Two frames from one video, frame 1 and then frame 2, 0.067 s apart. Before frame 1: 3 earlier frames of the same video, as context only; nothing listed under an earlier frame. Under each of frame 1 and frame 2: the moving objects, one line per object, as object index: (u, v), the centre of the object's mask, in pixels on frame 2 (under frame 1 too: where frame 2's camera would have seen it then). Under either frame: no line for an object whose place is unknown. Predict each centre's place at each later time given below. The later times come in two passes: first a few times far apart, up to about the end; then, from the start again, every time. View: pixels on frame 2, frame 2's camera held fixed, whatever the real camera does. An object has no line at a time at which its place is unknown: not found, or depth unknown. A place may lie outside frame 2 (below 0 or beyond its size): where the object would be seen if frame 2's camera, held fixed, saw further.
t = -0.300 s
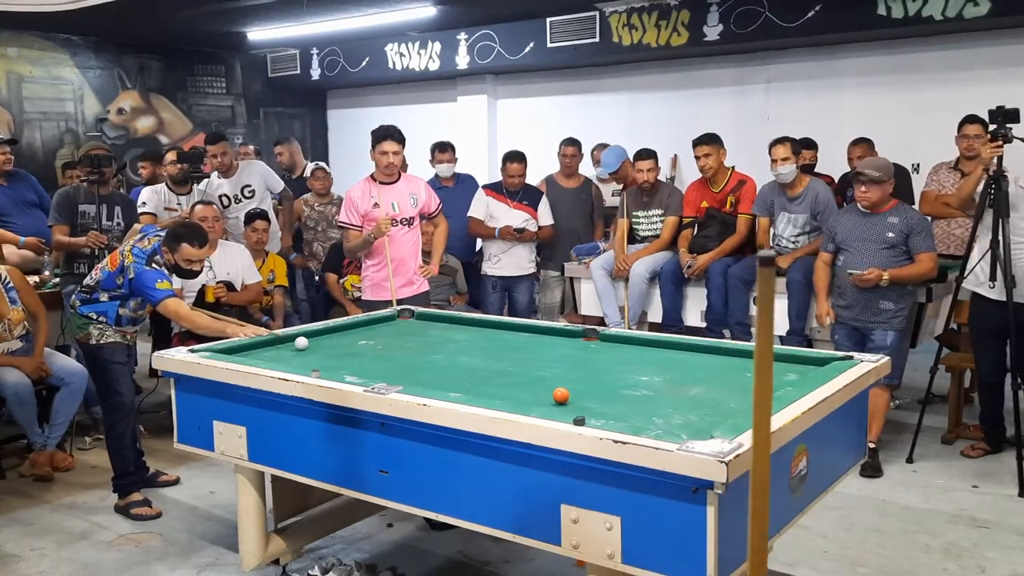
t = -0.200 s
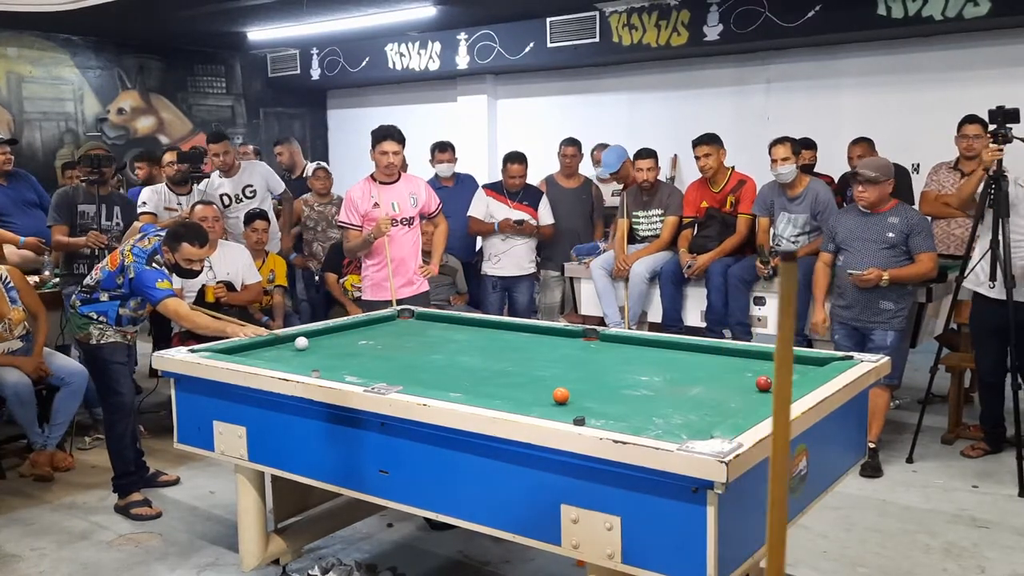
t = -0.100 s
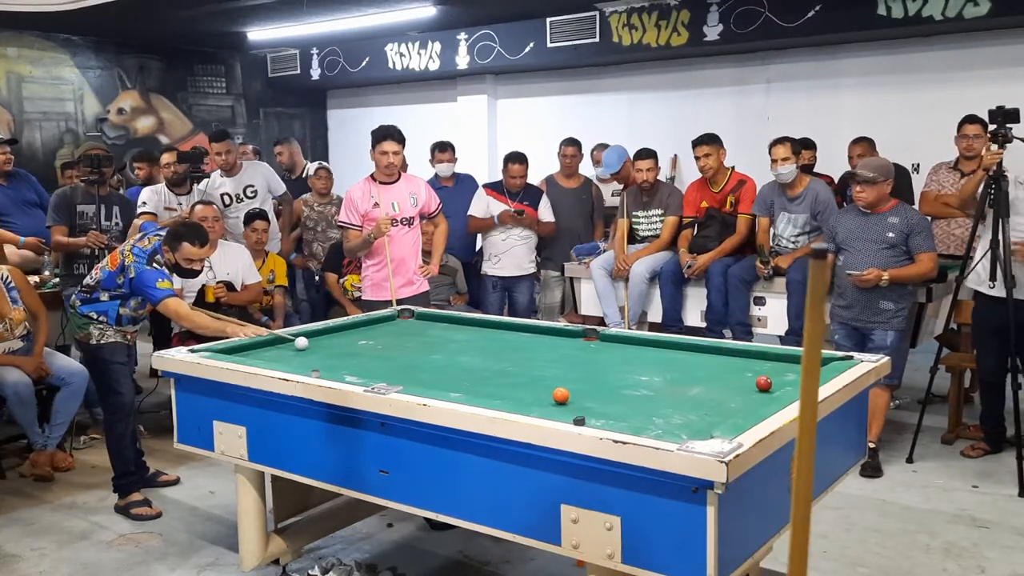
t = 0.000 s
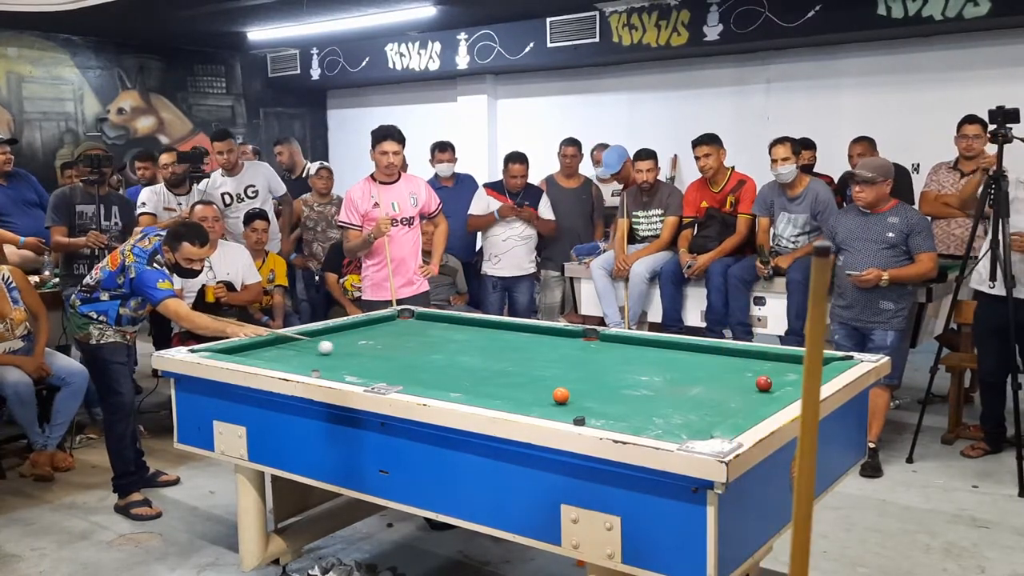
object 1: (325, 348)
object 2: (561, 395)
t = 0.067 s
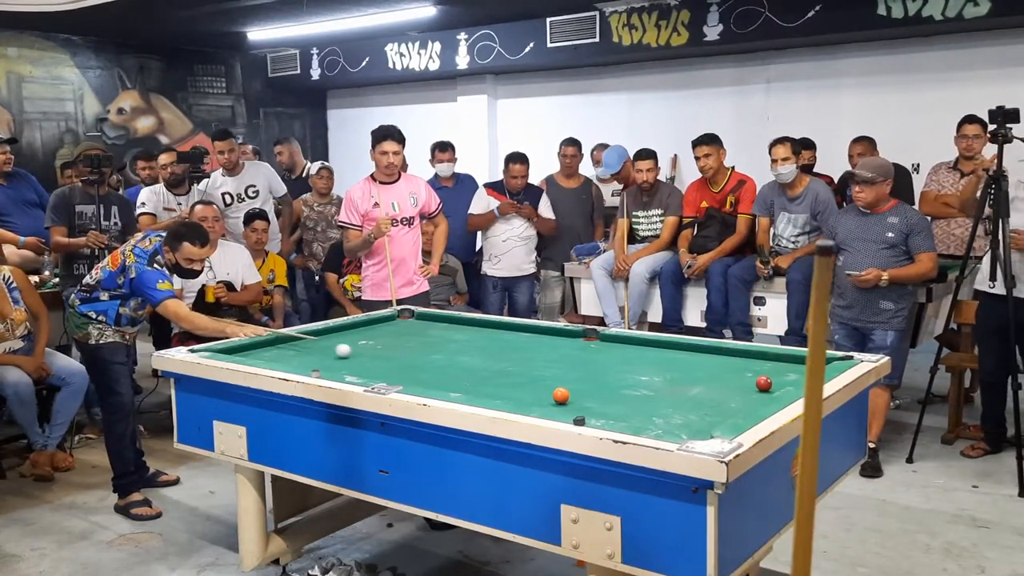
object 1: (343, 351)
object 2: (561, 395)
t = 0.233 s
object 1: (389, 359)
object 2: (561, 395)
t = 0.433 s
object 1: (450, 370)
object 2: (561, 395)
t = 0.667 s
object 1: (529, 385)
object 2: (561, 395)
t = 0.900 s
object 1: (619, 395)
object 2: (559, 402)
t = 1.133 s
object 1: (717, 404)
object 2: (558, 408)
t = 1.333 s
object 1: (720, 400)
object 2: (578, 409)
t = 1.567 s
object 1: (674, 390)
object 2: (600, 409)
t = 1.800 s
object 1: (634, 381)
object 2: (620, 407)
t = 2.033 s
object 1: (598, 373)
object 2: (637, 405)
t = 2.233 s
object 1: (570, 367)
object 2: (650, 404)
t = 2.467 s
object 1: (541, 361)
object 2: (663, 402)
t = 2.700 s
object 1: (514, 355)
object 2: (673, 401)
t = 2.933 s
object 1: (490, 350)
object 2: (681, 400)
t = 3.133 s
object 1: (471, 347)
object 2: (687, 399)
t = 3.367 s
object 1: (451, 342)
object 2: (690, 399)
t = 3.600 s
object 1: (432, 338)
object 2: (691, 399)
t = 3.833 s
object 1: (416, 335)
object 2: (690, 399)
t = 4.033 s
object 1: (403, 332)
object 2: (690, 399)
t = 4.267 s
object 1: (390, 330)
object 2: (690, 399)
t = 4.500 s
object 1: (378, 327)
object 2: (690, 399)
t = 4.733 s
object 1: (368, 325)
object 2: (690, 399)
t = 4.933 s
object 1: (362, 323)
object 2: (690, 399)
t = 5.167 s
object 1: (371, 324)
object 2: (690, 399)
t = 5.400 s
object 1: (378, 324)
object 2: (690, 399)
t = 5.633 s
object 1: (383, 325)
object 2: (690, 399)
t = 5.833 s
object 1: (388, 325)
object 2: (690, 399)
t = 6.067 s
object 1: (392, 325)
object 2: (690, 399)
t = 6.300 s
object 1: (395, 326)
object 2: (690, 399)
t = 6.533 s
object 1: (397, 326)
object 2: (690, 399)
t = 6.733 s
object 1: (399, 326)
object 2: (690, 399)
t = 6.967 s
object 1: (399, 326)
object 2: (690, 399)
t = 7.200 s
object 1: (399, 326)
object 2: (690, 399)
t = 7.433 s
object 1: (399, 326)
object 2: (690, 399)
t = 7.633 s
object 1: (399, 326)
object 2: (690, 399)
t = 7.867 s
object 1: (399, 326)
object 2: (690, 399)
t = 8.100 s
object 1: (399, 326)
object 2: (690, 399)
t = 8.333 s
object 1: (400, 326)
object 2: (689, 399)
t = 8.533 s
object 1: (399, 325)
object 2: (690, 399)
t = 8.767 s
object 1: (399, 326)
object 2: (690, 399)
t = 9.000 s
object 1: (399, 326)
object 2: (690, 399)
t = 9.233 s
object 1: (399, 326)
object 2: (690, 399)
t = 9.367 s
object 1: (399, 326)
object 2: (690, 399)
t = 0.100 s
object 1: (352, 352)
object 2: (561, 395)
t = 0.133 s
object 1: (361, 354)
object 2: (561, 395)
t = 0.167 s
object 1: (370, 356)
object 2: (561, 395)
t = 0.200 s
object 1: (379, 357)
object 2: (561, 395)
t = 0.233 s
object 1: (389, 359)
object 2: (561, 395)
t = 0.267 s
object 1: (399, 361)
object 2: (561, 395)
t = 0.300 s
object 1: (409, 363)
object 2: (561, 395)
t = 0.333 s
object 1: (419, 365)
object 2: (561, 395)
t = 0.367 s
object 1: (429, 366)
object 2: (561, 395)
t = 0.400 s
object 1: (439, 368)
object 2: (561, 395)
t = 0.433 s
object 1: (450, 370)
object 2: (561, 395)
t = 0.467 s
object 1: (461, 372)
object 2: (561, 395)
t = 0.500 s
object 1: (471, 374)
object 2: (561, 395)
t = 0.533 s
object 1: (483, 376)
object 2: (561, 395)
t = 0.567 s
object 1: (494, 378)
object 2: (561, 395)
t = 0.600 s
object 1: (505, 380)
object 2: (561, 395)
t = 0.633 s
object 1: (517, 382)
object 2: (561, 395)
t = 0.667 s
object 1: (529, 385)
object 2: (561, 395)
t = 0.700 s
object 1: (541, 386)
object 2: (561, 395)
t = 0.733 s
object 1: (552, 387)
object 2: (561, 395)
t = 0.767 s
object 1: (568, 388)
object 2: (561, 396)
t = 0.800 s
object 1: (580, 391)
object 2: (560, 398)
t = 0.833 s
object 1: (592, 393)
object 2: (560, 400)
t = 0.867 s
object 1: (606, 394)
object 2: (560, 401)
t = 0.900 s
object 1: (619, 395)
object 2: (559, 402)
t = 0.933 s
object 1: (633, 396)
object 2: (559, 403)
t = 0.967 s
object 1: (647, 397)
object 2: (558, 404)
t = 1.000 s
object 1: (661, 398)
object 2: (558, 405)
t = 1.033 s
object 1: (675, 400)
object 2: (558, 406)
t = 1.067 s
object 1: (688, 401)
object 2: (558, 406)
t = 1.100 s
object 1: (703, 402)
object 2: (557, 407)
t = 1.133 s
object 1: (717, 404)
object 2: (558, 408)
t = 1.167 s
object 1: (731, 405)
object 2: (561, 408)
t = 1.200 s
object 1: (744, 403)
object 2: (564, 408)
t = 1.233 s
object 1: (742, 403)
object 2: (568, 408)
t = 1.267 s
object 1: (734, 403)
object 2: (571, 408)
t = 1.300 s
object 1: (728, 402)
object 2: (575, 408)
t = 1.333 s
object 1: (720, 400)
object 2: (578, 409)
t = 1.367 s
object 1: (714, 399)
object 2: (582, 409)
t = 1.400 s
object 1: (706, 397)
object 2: (585, 409)
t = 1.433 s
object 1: (700, 396)
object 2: (588, 409)
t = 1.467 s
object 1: (693, 394)
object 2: (591, 409)
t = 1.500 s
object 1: (687, 393)
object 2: (594, 409)
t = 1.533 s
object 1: (680, 391)
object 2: (597, 409)
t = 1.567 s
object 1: (674, 390)
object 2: (600, 409)
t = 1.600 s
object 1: (668, 389)
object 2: (603, 409)
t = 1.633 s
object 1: (662, 388)
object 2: (606, 408)
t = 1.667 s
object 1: (656, 386)
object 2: (609, 408)
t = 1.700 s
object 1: (650, 385)
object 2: (612, 408)
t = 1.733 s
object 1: (645, 384)
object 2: (614, 408)
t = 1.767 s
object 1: (639, 382)
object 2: (617, 407)
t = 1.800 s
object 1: (634, 381)
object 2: (620, 407)
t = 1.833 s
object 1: (628, 380)
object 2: (623, 407)
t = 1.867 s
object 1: (623, 379)
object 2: (625, 407)
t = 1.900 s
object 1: (618, 378)
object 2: (628, 406)
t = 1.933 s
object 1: (612, 376)
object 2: (630, 406)
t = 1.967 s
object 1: (608, 375)
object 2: (633, 406)
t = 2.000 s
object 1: (603, 375)
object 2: (635, 405)
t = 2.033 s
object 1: (598, 373)
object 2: (637, 405)
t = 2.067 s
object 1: (592, 372)
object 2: (640, 405)
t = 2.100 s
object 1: (588, 371)
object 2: (642, 405)
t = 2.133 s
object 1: (583, 370)
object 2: (644, 404)
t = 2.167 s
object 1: (579, 369)
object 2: (646, 404)
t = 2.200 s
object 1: (574, 368)
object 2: (648, 404)
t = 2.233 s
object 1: (570, 367)
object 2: (650, 404)
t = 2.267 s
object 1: (565, 366)
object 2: (652, 404)
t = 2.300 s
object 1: (561, 365)
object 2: (654, 403)
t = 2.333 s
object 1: (557, 364)
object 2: (656, 403)
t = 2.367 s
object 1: (553, 364)
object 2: (658, 403)
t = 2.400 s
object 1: (549, 363)
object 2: (660, 403)
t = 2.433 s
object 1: (544, 362)
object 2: (661, 402)
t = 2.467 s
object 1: (541, 361)
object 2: (663, 402)
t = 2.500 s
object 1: (536, 360)
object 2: (665, 402)
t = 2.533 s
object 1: (533, 359)
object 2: (666, 402)
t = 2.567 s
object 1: (529, 359)
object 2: (668, 402)
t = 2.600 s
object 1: (525, 358)
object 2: (669, 402)
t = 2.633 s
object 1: (521, 357)
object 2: (671, 401)
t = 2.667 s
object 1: (518, 356)
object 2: (672, 401)
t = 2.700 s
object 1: (514, 355)
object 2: (673, 401)
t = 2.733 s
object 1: (510, 355)
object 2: (675, 401)
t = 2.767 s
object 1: (507, 354)
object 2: (676, 401)
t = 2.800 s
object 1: (503, 353)
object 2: (677, 401)
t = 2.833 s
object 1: (500, 352)
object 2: (678, 401)
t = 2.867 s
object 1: (496, 352)
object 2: (679, 401)
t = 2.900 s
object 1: (493, 351)
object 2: (680, 400)
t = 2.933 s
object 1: (490, 350)
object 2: (681, 400)
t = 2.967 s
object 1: (486, 350)
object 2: (682, 400)
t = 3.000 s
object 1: (483, 349)
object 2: (683, 400)
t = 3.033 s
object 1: (480, 348)
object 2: (684, 400)
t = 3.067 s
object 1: (477, 348)
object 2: (685, 400)
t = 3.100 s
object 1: (474, 347)
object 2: (686, 399)
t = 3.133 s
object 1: (471, 347)
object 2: (687, 399)
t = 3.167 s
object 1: (468, 346)
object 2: (687, 399)
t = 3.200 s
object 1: (465, 345)
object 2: (688, 399)
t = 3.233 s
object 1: (462, 345)
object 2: (688, 399)
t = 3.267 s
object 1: (459, 344)
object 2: (689, 399)
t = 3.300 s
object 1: (456, 343)
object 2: (689, 399)
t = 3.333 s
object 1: (453, 343)
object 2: (690, 399)
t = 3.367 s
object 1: (451, 342)
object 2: (690, 399)
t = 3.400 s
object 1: (448, 342)
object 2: (690, 399)
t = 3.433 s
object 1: (445, 341)
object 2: (691, 399)
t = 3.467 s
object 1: (442, 341)
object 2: (691, 399)
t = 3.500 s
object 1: (440, 340)
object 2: (691, 399)
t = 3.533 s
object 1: (437, 339)
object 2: (691, 399)
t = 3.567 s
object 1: (435, 339)
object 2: (691, 399)
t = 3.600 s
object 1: (432, 338)
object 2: (691, 399)
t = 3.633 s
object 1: (430, 338)
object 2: (691, 399)
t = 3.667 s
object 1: (428, 337)
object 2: (691, 399)
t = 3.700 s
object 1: (425, 337)
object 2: (691, 399)
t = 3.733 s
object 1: (423, 337)
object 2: (691, 399)
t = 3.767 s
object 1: (421, 336)
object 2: (691, 399)
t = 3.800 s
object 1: (418, 336)
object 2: (691, 399)
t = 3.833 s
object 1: (416, 335)
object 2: (690, 399)
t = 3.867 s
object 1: (414, 335)
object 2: (691, 399)
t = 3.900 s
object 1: (412, 334)
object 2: (690, 399)
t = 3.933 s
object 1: (410, 334)
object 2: (690, 399)
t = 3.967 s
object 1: (408, 333)
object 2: (690, 399)
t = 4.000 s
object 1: (405, 333)
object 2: (690, 399)
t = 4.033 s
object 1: (403, 332)
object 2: (690, 399)
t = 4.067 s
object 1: (401, 332)
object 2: (690, 399)
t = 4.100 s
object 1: (399, 332)
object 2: (690, 399)
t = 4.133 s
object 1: (398, 331)
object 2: (690, 399)
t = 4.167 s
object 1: (395, 331)
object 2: (690, 399)
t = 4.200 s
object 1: (394, 331)
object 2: (690, 399)
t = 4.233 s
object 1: (392, 330)
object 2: (690, 399)
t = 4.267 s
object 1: (390, 330)
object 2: (690, 399)
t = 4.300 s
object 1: (388, 329)
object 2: (690, 399)
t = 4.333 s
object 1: (386, 329)
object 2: (690, 399)
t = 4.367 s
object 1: (385, 328)
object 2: (690, 399)
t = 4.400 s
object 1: (384, 328)
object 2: (690, 399)
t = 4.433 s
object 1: (382, 328)
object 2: (690, 399)
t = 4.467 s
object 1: (380, 327)
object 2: (690, 399)
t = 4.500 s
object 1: (378, 327)
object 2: (690, 399)
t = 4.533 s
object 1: (377, 327)
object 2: (690, 399)
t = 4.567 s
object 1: (375, 326)
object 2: (690, 399)
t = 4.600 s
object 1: (374, 326)
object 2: (690, 399)
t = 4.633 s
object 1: (372, 326)
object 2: (690, 399)
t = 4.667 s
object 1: (371, 326)
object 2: (690, 399)
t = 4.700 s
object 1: (369, 325)
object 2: (690, 399)
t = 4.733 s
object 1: (368, 325)
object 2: (690, 399)
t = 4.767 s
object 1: (367, 325)
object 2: (690, 399)
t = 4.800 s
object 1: (365, 324)
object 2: (690, 399)
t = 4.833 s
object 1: (364, 324)
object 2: (690, 399)
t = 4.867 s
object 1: (363, 323)
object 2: (690, 399)
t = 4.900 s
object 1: (361, 323)
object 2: (690, 399)
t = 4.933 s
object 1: (362, 323)
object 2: (690, 399)
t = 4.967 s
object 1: (364, 324)
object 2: (690, 399)
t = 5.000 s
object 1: (365, 324)
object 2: (690, 399)
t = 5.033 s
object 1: (366, 323)
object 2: (690, 399)
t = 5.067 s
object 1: (367, 324)
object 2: (690, 399)
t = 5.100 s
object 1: (368, 323)
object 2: (690, 399)
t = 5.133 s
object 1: (369, 324)
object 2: (690, 399)
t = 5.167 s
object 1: (371, 324)
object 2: (690, 399)
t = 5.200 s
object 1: (372, 324)
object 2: (690, 399)
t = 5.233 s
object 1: (373, 324)
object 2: (690, 399)
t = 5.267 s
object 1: (374, 324)
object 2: (690, 399)
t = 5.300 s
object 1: (375, 324)
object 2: (690, 399)
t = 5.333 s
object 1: (376, 324)
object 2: (690, 399)
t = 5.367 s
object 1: (377, 324)
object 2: (690, 399)
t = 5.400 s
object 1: (378, 324)
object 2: (690, 399)
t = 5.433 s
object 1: (378, 324)
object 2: (690, 399)
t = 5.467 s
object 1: (379, 325)
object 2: (690, 399)
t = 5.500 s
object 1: (380, 325)
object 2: (690, 399)
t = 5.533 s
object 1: (381, 325)
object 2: (690, 399)
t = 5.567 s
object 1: (382, 325)
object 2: (690, 399)
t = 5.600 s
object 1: (383, 325)
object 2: (690, 399)
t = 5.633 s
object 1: (383, 325)
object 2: (690, 399)
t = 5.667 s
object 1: (384, 325)
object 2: (690, 399)
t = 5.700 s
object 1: (385, 325)
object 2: (690, 399)
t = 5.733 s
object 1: (386, 325)
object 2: (690, 399)
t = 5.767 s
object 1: (386, 325)
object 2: (690, 399)
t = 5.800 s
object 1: (387, 325)
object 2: (690, 399)
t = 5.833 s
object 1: (388, 325)
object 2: (690, 399)
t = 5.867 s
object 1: (388, 325)
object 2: (690, 399)
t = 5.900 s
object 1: (389, 325)
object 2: (690, 399)
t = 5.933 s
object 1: (390, 325)
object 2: (690, 399)
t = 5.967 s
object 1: (390, 325)
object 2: (690, 399)
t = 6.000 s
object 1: (391, 325)
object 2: (690, 399)
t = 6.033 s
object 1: (391, 325)
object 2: (690, 399)
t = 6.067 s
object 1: (392, 325)
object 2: (690, 399)
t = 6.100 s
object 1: (392, 325)
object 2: (690, 399)
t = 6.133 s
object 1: (393, 325)
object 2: (690, 399)
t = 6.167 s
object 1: (393, 326)
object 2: (690, 399)
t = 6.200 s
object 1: (394, 326)
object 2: (690, 399)
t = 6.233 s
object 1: (394, 326)
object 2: (690, 399)
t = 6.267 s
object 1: (395, 326)
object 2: (690, 399)
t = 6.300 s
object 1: (395, 326)
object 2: (690, 399)
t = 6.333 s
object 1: (395, 326)
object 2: (690, 399)
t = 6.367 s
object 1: (396, 326)
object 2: (690, 399)
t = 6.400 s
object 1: (396, 326)
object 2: (690, 399)
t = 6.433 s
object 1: (396, 326)
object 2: (690, 399)
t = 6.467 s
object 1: (396, 326)
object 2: (690, 399)
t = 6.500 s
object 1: (397, 326)
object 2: (690, 399)
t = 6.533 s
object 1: (397, 326)
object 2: (690, 399)
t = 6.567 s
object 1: (397, 326)
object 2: (690, 399)
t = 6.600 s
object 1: (398, 326)
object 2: (690, 399)
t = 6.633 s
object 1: (398, 326)
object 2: (690, 399)
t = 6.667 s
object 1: (398, 326)
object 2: (690, 399)
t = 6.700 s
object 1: (398, 326)
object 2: (690, 399)
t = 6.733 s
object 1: (399, 326)
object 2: (690, 399)
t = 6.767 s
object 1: (399, 326)
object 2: (690, 399)
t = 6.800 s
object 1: (399, 326)
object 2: (690, 399)
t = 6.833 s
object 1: (399, 326)
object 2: (690, 399)
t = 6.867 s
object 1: (399, 326)
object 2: (690, 399)
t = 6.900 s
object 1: (399, 326)
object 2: (690, 399)
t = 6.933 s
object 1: (399, 326)
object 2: (690, 399)
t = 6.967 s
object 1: (399, 326)
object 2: (690, 399)
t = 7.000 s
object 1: (399, 326)
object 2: (690, 399)
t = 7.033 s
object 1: (399, 326)
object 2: (690, 399)
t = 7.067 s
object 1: (399, 326)
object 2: (690, 399)
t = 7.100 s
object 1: (399, 326)
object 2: (690, 399)
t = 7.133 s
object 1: (399, 326)
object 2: (690, 399)
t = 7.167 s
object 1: (399, 326)
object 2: (690, 399)
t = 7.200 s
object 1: (399, 326)
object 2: (690, 399)
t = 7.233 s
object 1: (399, 326)
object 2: (690, 399)
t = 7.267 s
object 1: (399, 326)
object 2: (690, 399)
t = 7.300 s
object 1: (399, 326)
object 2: (690, 399)
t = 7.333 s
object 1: (399, 326)
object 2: (690, 399)
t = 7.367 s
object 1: (399, 326)
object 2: (690, 399)
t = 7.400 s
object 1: (399, 326)
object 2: (690, 399)
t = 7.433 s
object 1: (399, 326)
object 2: (690, 399)
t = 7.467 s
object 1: (399, 326)
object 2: (690, 399)
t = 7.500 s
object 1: (399, 326)
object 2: (690, 399)
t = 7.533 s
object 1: (399, 326)
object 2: (690, 399)
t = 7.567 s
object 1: (399, 326)
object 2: (690, 399)
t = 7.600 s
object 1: (399, 326)
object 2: (690, 399)
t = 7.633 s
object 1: (399, 326)
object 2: (690, 399)
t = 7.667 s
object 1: (399, 326)
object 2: (690, 399)
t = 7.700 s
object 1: (399, 326)
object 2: (690, 399)
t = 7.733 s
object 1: (399, 326)
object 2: (690, 399)
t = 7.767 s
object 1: (399, 326)
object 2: (690, 399)
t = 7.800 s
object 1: (399, 326)
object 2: (690, 399)
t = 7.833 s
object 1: (399, 326)
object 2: (690, 399)
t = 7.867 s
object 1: (399, 326)
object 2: (690, 399)
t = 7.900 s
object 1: (399, 326)
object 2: (690, 399)
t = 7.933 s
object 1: (399, 326)
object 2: (690, 399)
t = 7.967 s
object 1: (399, 326)
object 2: (690, 399)
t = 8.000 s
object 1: (399, 326)
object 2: (690, 399)
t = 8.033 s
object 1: (399, 326)
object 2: (690, 399)
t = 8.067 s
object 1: (399, 326)
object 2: (690, 399)
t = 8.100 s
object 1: (399, 326)
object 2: (690, 399)
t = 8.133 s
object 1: (399, 326)
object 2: (690, 399)
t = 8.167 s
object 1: (399, 326)
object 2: (690, 399)
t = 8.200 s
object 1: (399, 326)
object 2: (690, 399)
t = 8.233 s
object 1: (399, 326)
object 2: (690, 399)
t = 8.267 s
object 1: (399, 326)
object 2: (690, 399)
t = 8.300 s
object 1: (400, 326)
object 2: (689, 399)
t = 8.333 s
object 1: (400, 326)
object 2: (689, 399)
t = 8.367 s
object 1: (400, 326)
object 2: (689, 399)
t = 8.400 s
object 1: (399, 326)
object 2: (689, 399)
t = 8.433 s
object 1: (399, 326)
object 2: (689, 399)
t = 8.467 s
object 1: (399, 326)
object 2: (690, 399)
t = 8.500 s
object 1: (399, 326)
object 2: (690, 399)
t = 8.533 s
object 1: (399, 325)
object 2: (690, 399)
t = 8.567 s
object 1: (399, 326)
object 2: (690, 399)
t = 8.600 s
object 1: (399, 326)
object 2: (690, 399)
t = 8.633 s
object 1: (399, 326)
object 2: (690, 399)
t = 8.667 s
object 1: (399, 326)
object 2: (690, 399)
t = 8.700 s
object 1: (399, 326)
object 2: (690, 399)
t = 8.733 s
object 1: (399, 326)
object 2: (690, 399)
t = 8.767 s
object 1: (399, 326)
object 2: (690, 399)
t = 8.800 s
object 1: (399, 326)
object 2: (690, 399)
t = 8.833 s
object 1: (399, 326)
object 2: (690, 399)
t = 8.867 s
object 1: (399, 326)
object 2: (690, 399)
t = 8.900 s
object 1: (399, 326)
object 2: (690, 399)
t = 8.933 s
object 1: (399, 326)
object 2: (690, 399)
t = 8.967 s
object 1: (399, 326)
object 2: (690, 399)
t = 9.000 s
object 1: (399, 326)
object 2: (690, 399)
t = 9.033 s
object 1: (399, 326)
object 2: (690, 399)
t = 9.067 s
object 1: (399, 326)
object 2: (690, 399)
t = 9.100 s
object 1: (399, 326)
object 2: (690, 399)
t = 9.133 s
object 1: (399, 326)
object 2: (690, 399)
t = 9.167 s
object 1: (399, 326)
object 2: (690, 399)
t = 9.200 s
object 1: (399, 326)
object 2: (690, 399)
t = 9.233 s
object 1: (399, 326)
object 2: (690, 399)
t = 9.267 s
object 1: (399, 326)
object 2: (690, 399)
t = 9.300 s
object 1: (399, 326)
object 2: (690, 399)
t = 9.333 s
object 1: (399, 326)
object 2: (690, 399)
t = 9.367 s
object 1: (399, 326)
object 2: (690, 399)
